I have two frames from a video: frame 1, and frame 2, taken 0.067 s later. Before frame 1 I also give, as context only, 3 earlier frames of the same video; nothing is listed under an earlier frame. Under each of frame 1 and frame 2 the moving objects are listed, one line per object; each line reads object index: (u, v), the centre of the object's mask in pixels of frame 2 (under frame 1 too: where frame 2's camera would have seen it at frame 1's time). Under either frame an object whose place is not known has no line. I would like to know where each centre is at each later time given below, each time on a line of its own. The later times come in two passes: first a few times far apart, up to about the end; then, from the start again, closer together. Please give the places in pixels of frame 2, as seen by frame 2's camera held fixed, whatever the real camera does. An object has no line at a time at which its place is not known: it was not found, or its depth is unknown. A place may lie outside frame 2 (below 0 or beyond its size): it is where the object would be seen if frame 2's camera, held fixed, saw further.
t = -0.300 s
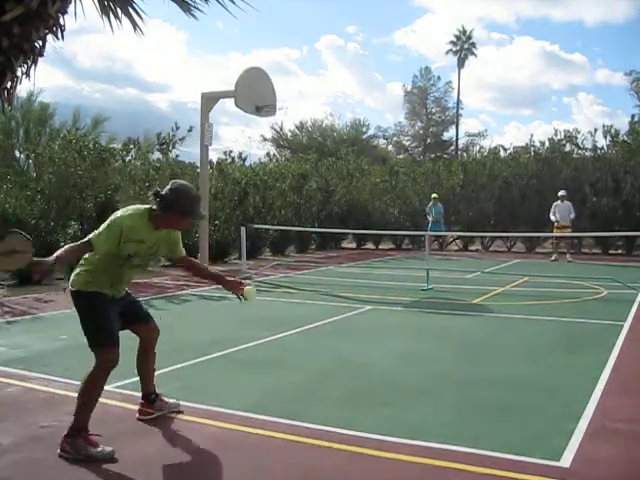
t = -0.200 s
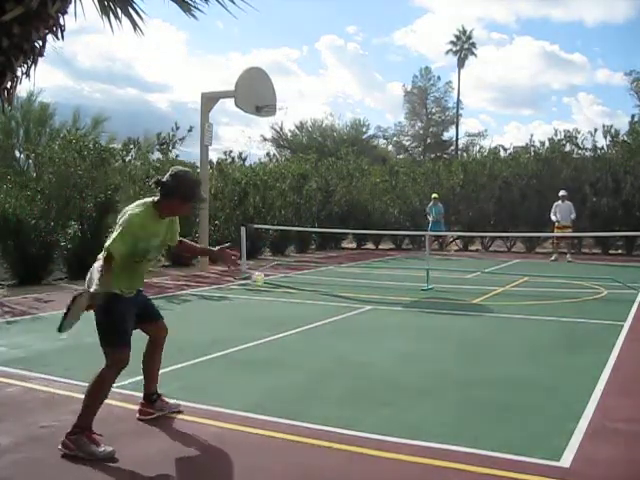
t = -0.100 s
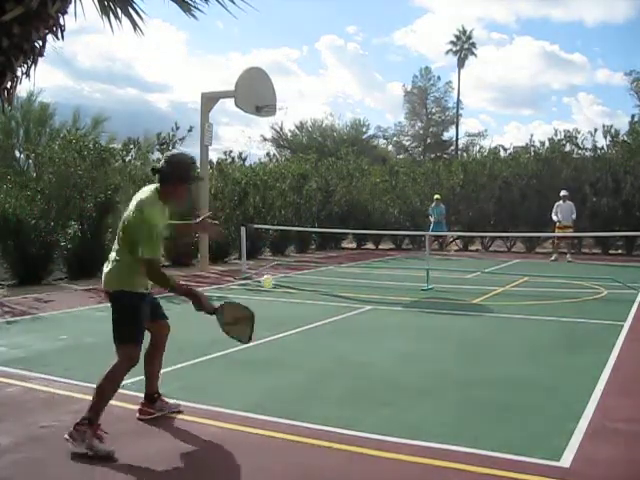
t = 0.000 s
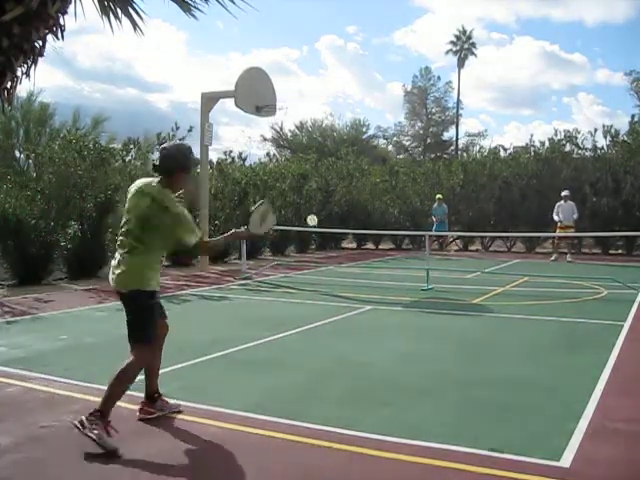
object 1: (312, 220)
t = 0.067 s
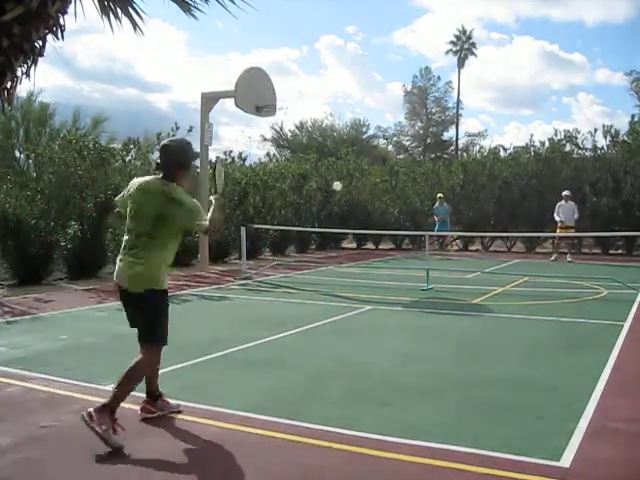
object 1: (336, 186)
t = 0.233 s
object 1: (372, 155)
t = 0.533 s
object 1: (399, 174)
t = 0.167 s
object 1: (361, 161)
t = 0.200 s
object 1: (367, 158)
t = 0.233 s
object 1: (372, 155)
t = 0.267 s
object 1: (376, 154)
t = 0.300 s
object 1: (380, 154)
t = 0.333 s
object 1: (384, 155)
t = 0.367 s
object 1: (387, 157)
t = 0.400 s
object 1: (390, 159)
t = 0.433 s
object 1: (393, 162)
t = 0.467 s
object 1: (395, 166)
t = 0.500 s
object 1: (397, 170)
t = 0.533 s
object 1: (399, 174)
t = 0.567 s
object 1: (401, 179)
